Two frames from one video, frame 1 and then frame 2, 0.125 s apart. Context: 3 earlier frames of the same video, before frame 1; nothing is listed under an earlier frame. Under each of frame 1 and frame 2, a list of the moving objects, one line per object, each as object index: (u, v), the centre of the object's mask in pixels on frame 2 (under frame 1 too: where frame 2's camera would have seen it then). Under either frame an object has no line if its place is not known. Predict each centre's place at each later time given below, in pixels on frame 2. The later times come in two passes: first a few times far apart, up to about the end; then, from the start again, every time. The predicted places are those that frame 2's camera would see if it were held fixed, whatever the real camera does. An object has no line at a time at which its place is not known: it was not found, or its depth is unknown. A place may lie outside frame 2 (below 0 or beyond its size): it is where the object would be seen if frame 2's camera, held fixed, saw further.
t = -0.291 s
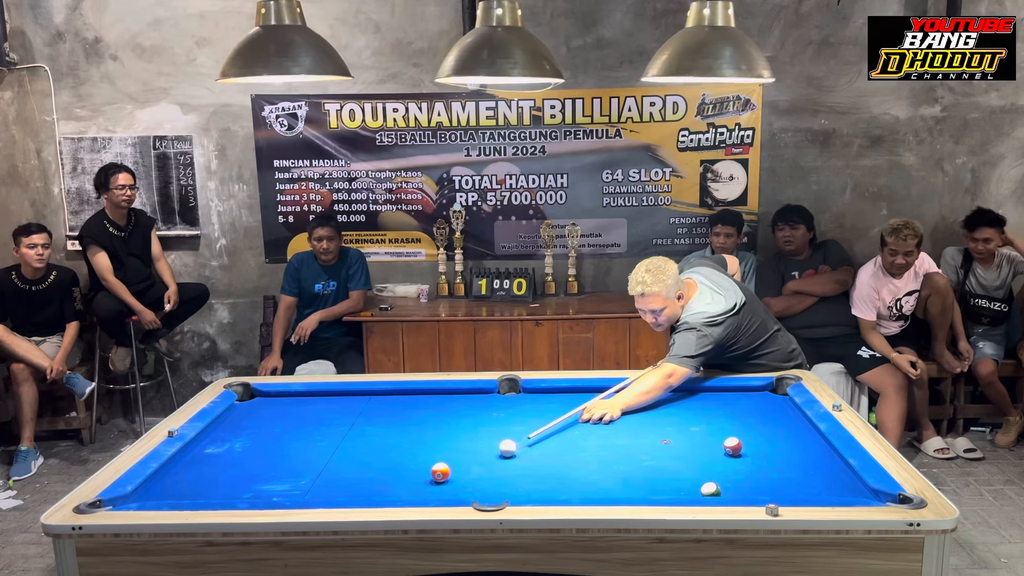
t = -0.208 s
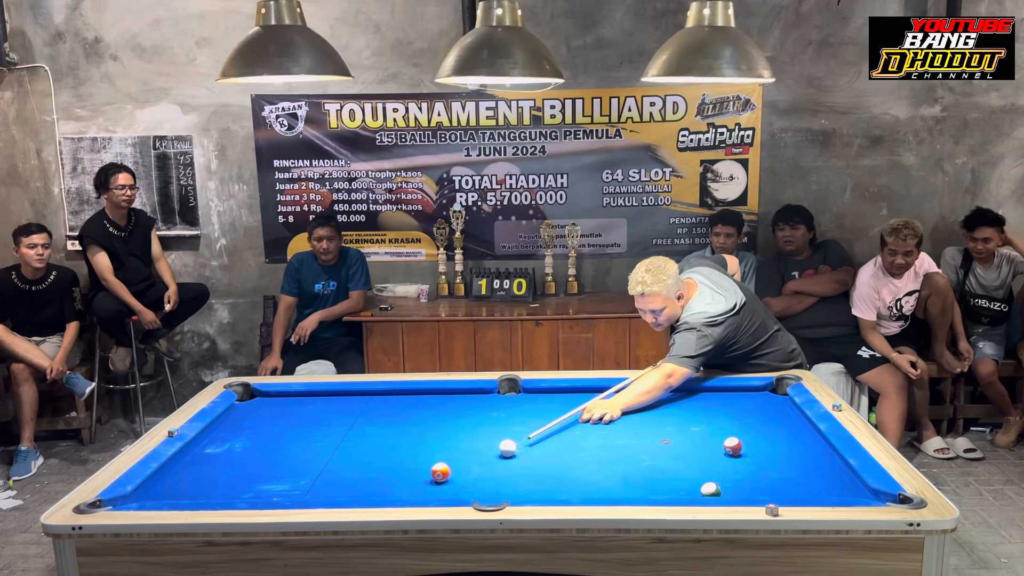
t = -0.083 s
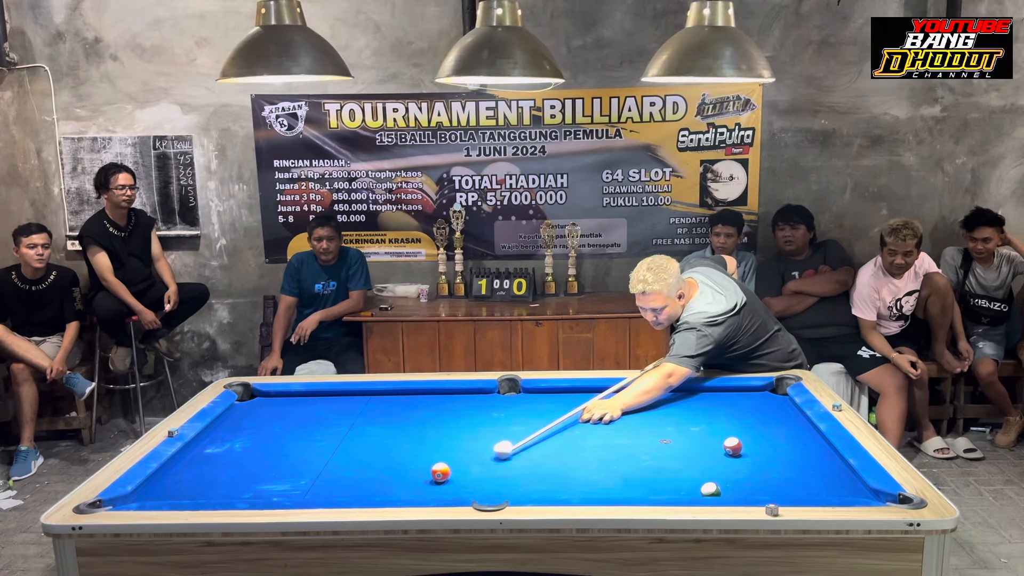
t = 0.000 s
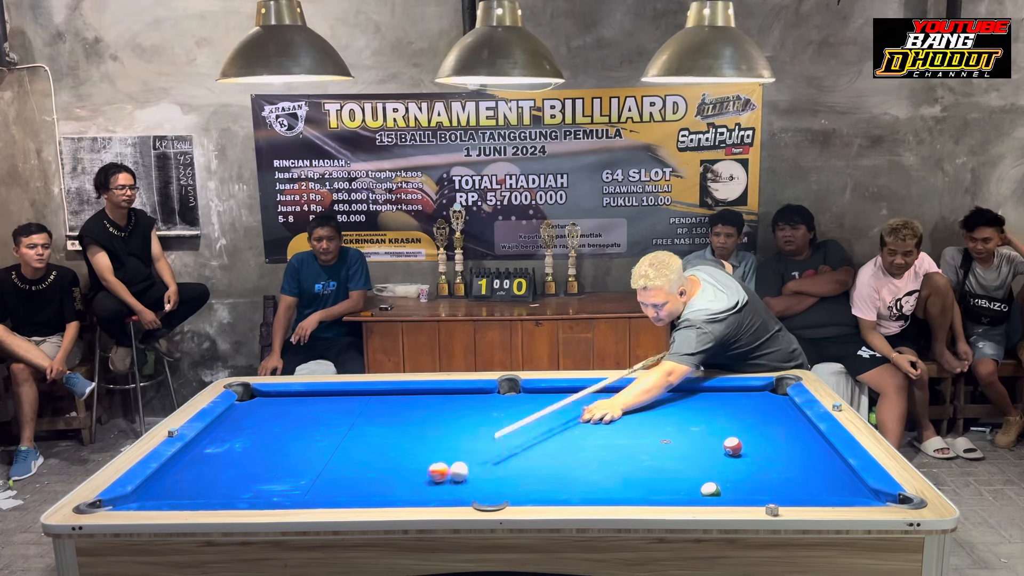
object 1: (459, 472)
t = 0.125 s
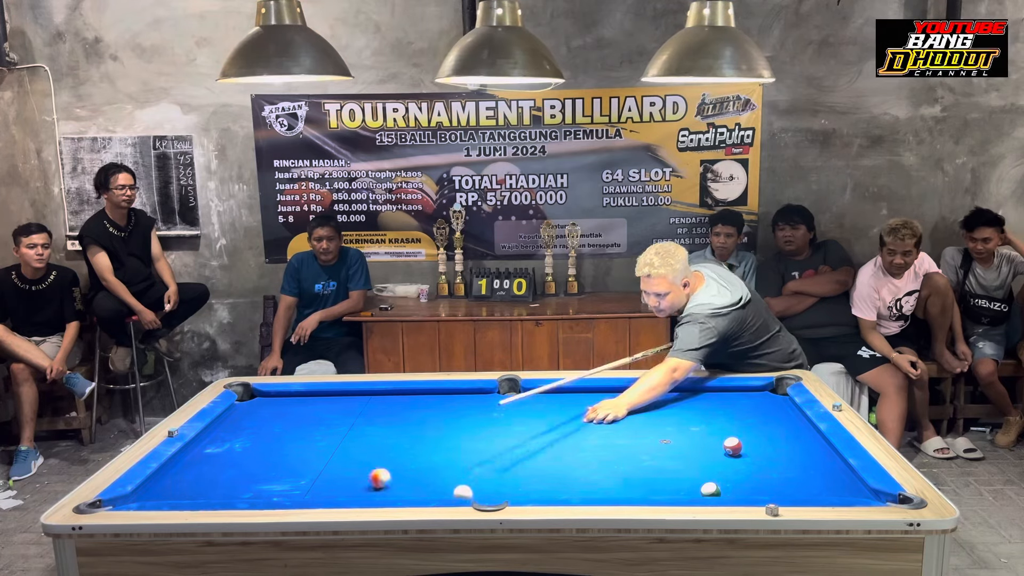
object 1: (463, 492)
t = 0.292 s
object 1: (502, 482)
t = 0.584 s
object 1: (564, 459)
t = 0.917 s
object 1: (623, 438)
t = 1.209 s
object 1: (667, 422)
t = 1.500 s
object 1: (704, 408)
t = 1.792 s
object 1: (740, 395)
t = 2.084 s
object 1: (770, 390)
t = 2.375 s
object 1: (766, 391)
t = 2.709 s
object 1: (747, 391)
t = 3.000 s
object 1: (733, 390)
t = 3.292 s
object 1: (721, 390)
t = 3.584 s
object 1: (710, 390)
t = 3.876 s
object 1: (701, 390)
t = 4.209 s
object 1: (693, 390)
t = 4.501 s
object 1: (687, 390)
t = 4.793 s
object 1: (684, 390)
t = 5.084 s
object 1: (682, 390)
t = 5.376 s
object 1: (681, 390)
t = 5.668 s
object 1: (681, 390)
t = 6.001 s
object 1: (681, 390)
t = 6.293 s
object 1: (681, 390)
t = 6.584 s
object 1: (681, 390)
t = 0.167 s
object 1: (474, 492)
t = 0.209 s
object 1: (482, 490)
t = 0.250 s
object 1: (494, 485)
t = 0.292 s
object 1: (502, 482)
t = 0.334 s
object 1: (513, 478)
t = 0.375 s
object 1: (520, 476)
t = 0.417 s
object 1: (531, 472)
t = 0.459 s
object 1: (538, 469)
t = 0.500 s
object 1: (548, 465)
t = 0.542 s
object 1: (554, 463)
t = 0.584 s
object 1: (564, 459)
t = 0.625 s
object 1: (571, 457)
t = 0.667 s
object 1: (580, 454)
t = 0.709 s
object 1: (586, 451)
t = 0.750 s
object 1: (595, 448)
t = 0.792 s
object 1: (601, 446)
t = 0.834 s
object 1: (610, 443)
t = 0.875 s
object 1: (615, 441)
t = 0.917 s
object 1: (623, 438)
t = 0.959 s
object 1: (629, 436)
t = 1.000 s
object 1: (637, 433)
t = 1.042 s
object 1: (642, 431)
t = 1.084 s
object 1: (647, 429)
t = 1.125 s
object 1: (655, 426)
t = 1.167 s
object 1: (660, 425)
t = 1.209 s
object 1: (667, 422)
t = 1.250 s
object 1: (671, 420)
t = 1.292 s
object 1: (679, 418)
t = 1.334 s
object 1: (683, 416)
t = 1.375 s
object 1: (690, 414)
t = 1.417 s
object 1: (694, 412)
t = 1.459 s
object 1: (700, 410)
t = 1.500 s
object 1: (704, 408)
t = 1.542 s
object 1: (711, 406)
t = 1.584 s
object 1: (715, 405)
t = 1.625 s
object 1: (721, 402)
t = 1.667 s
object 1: (725, 401)
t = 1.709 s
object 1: (730, 399)
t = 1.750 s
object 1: (734, 397)
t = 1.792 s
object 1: (740, 395)
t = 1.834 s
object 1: (743, 394)
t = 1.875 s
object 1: (748, 392)
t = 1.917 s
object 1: (752, 391)
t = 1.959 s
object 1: (757, 389)
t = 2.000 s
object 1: (761, 389)
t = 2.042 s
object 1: (766, 390)
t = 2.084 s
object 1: (770, 390)
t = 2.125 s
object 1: (776, 391)
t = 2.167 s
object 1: (779, 391)
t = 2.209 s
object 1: (776, 391)
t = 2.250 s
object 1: (774, 391)
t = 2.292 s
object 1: (771, 391)
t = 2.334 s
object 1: (769, 391)
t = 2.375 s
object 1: (766, 391)
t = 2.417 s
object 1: (764, 391)
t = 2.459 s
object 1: (761, 391)
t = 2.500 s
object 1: (759, 391)
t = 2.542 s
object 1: (756, 391)
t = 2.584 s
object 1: (754, 391)
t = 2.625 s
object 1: (752, 391)
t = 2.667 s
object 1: (750, 391)
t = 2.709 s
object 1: (747, 391)
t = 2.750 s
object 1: (745, 391)
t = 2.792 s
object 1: (743, 391)
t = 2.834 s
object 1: (741, 391)
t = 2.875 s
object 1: (739, 390)
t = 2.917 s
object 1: (737, 390)
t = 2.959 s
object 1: (735, 390)
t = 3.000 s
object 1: (733, 390)
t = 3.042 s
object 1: (731, 390)
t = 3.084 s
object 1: (730, 390)
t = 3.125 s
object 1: (727, 390)
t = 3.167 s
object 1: (726, 390)
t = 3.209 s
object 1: (724, 390)
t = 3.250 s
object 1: (723, 390)
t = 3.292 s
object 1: (721, 390)
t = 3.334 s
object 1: (719, 390)
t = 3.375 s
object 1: (717, 390)
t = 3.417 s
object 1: (716, 390)
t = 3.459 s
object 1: (714, 390)
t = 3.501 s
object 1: (713, 390)
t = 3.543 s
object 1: (711, 390)
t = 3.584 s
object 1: (710, 390)
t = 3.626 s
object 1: (709, 390)
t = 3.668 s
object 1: (707, 390)
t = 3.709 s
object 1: (706, 390)
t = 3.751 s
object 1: (705, 390)
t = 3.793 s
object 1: (703, 390)
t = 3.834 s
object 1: (702, 390)
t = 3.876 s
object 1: (701, 390)
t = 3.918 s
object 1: (700, 390)
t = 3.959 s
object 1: (699, 390)
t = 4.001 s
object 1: (698, 390)
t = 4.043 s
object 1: (697, 390)
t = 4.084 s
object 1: (696, 390)
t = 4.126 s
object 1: (695, 390)
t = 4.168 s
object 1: (694, 390)
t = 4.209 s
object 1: (693, 390)
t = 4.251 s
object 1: (692, 390)
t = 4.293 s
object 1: (691, 390)
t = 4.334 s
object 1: (690, 390)
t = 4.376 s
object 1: (690, 390)
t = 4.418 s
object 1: (689, 390)
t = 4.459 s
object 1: (688, 390)
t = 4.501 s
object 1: (687, 390)
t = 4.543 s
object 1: (687, 390)
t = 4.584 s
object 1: (686, 390)
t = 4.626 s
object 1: (686, 390)
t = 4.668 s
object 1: (685, 390)
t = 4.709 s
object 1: (685, 390)
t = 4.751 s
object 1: (684, 390)
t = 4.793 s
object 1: (684, 390)
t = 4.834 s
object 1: (684, 390)
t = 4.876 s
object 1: (683, 390)
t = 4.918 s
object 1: (683, 390)
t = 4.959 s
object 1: (682, 390)
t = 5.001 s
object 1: (682, 390)
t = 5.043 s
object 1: (682, 390)
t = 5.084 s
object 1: (682, 390)
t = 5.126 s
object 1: (682, 390)
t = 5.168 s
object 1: (682, 390)
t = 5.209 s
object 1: (681, 390)
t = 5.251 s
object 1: (681, 390)
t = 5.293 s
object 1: (681, 390)
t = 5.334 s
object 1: (681, 390)
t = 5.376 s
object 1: (681, 390)
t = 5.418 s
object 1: (681, 390)
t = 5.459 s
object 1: (681, 390)
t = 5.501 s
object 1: (681, 390)
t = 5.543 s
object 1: (681, 390)
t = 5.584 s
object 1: (681, 390)
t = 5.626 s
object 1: (681, 390)
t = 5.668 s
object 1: (681, 390)
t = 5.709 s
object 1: (681, 390)
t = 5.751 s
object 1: (681, 390)
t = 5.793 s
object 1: (681, 390)
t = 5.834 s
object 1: (681, 390)
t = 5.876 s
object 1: (681, 390)
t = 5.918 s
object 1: (681, 390)
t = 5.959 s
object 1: (681, 390)
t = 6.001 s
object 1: (681, 390)
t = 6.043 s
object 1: (681, 390)
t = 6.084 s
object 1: (681, 390)
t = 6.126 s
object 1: (681, 390)
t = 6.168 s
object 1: (681, 390)
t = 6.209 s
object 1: (681, 390)
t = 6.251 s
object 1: (681, 390)
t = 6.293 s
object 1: (681, 390)
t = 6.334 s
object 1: (681, 390)
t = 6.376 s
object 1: (681, 390)
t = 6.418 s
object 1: (681, 390)
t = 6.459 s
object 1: (681, 390)
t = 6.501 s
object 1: (681, 390)
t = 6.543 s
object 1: (681, 390)
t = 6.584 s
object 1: (681, 390)
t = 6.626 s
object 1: (681, 390)
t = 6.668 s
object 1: (681, 390)
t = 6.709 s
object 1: (681, 390)
